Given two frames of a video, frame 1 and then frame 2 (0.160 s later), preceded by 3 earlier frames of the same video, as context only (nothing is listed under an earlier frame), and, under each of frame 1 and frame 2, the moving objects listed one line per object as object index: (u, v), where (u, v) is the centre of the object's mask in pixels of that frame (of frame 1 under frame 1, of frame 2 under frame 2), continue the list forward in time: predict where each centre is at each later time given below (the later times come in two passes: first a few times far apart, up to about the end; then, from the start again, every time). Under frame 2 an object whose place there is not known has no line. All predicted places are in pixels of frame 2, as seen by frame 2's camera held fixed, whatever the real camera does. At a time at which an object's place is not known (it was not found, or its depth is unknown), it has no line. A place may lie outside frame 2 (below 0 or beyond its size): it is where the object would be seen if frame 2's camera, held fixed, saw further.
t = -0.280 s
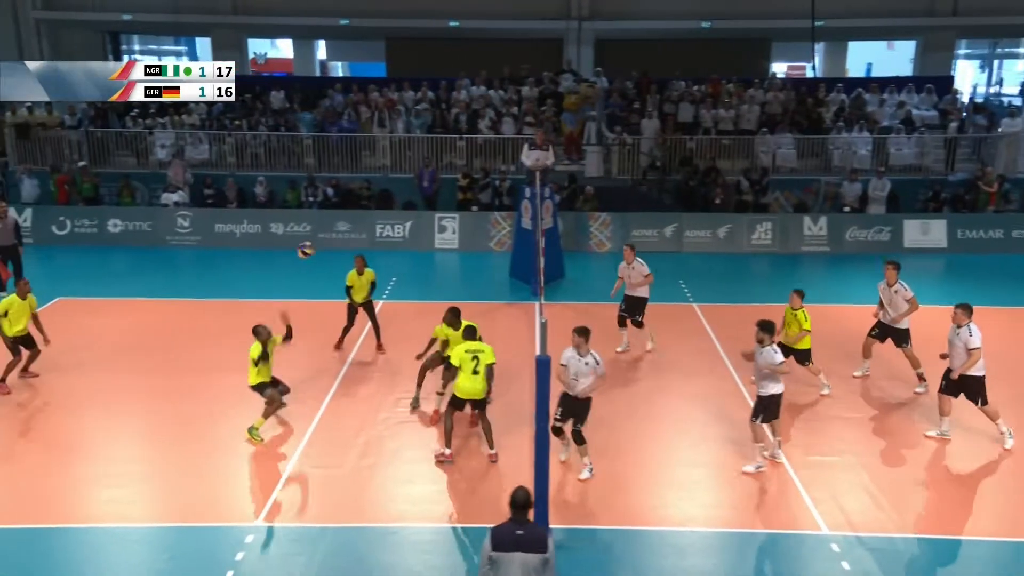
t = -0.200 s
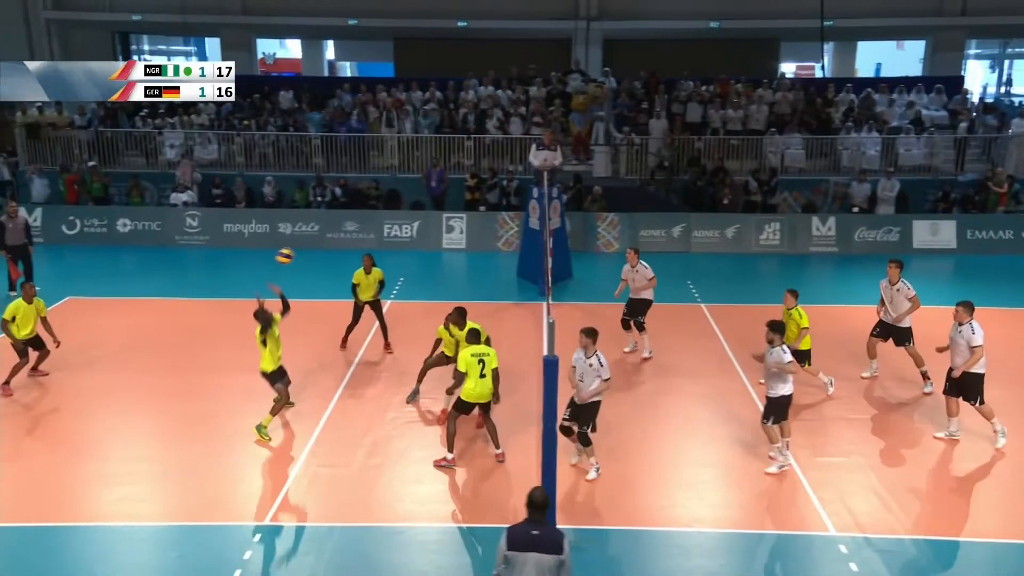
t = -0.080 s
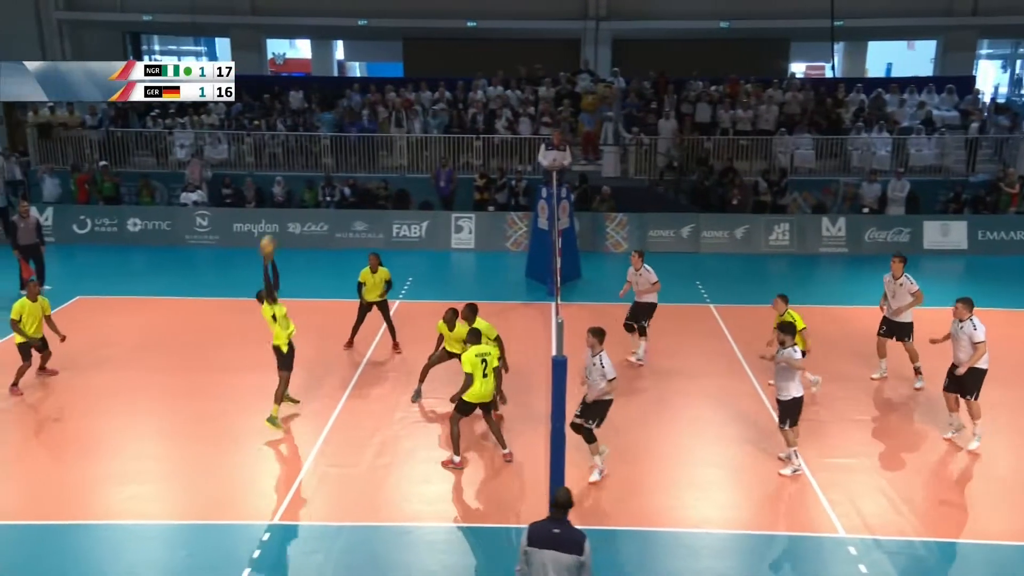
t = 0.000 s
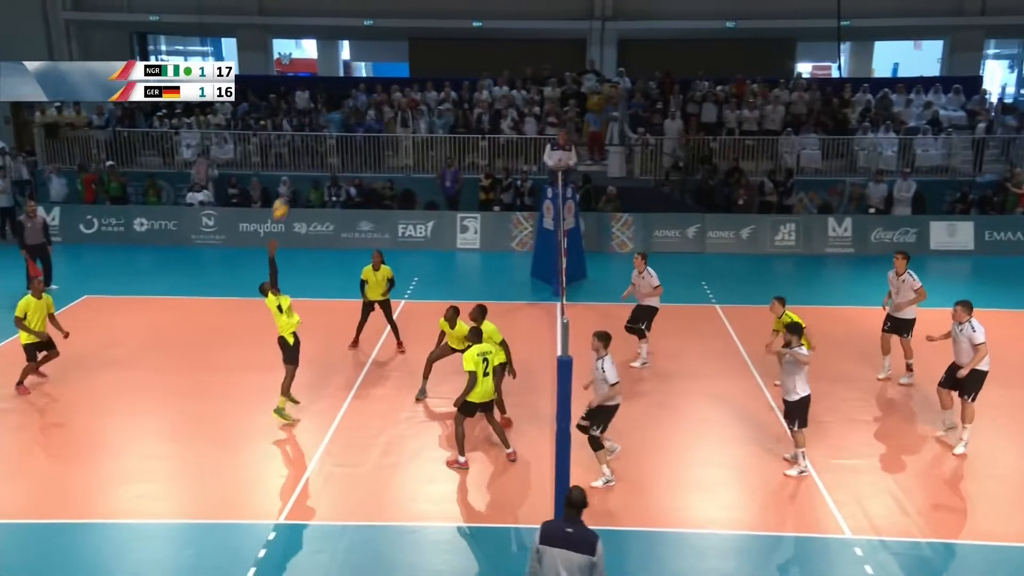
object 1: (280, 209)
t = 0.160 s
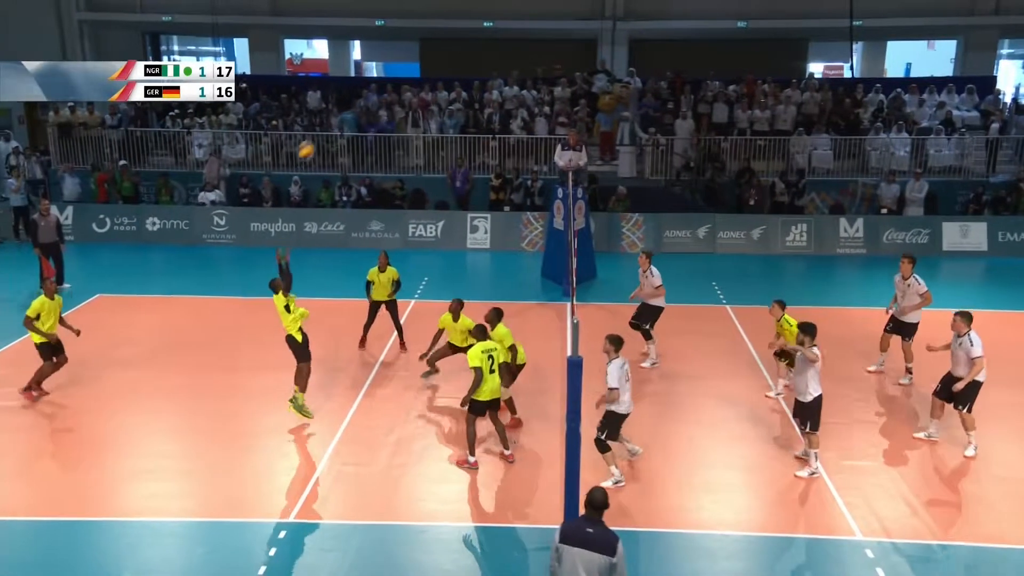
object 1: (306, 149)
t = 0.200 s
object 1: (311, 138)
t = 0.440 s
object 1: (337, 98)
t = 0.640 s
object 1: (360, 97)
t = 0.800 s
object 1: (379, 120)
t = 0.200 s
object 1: (311, 138)
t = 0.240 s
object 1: (315, 127)
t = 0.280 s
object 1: (320, 120)
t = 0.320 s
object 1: (324, 113)
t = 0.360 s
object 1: (329, 106)
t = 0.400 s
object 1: (333, 101)
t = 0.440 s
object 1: (337, 98)
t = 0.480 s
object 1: (342, 95)
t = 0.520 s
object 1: (346, 94)
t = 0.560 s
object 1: (351, 94)
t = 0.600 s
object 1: (355, 94)
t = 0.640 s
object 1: (360, 97)
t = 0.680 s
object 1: (364, 102)
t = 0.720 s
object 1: (370, 107)
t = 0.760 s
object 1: (374, 112)
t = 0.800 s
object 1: (379, 120)
